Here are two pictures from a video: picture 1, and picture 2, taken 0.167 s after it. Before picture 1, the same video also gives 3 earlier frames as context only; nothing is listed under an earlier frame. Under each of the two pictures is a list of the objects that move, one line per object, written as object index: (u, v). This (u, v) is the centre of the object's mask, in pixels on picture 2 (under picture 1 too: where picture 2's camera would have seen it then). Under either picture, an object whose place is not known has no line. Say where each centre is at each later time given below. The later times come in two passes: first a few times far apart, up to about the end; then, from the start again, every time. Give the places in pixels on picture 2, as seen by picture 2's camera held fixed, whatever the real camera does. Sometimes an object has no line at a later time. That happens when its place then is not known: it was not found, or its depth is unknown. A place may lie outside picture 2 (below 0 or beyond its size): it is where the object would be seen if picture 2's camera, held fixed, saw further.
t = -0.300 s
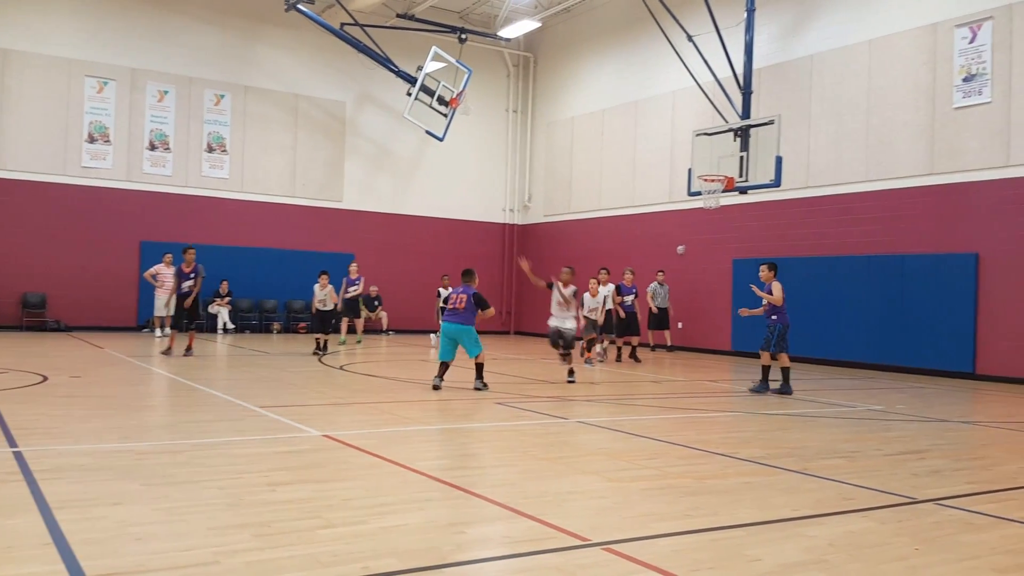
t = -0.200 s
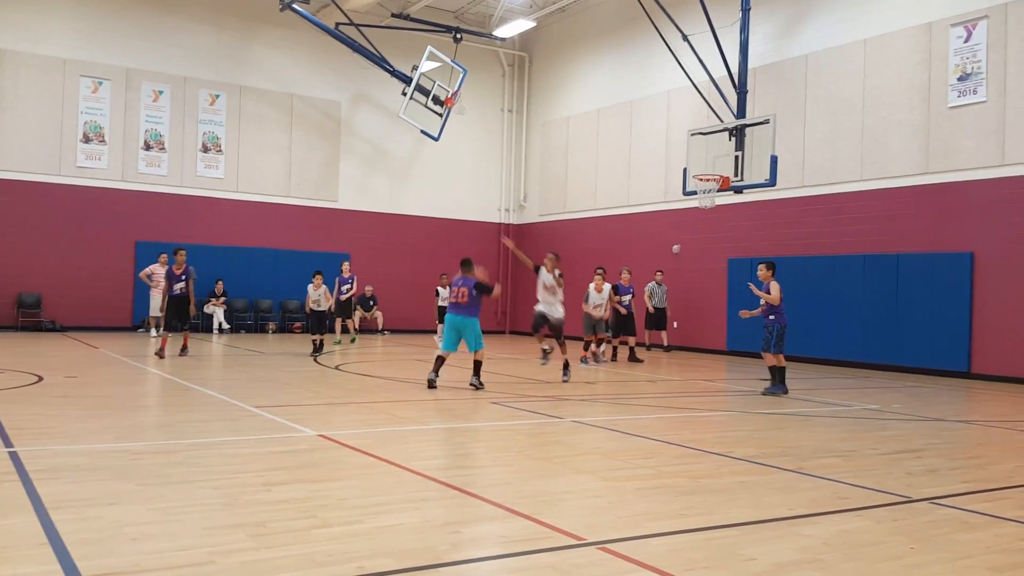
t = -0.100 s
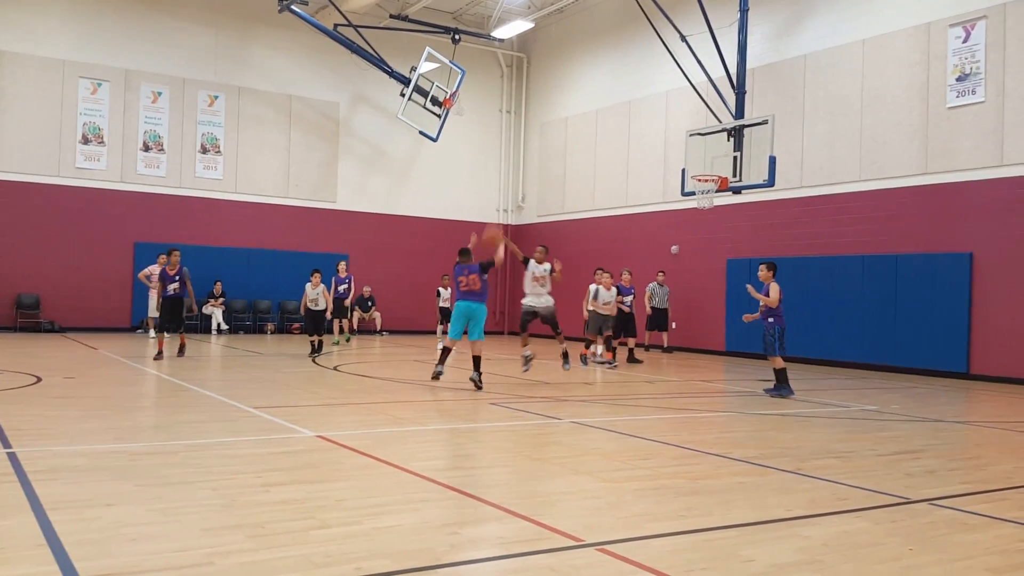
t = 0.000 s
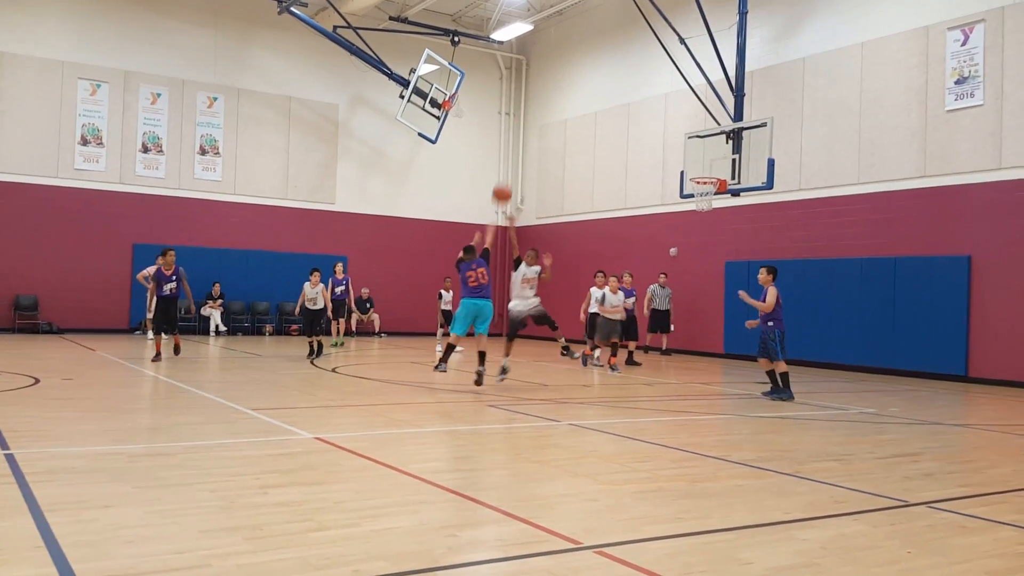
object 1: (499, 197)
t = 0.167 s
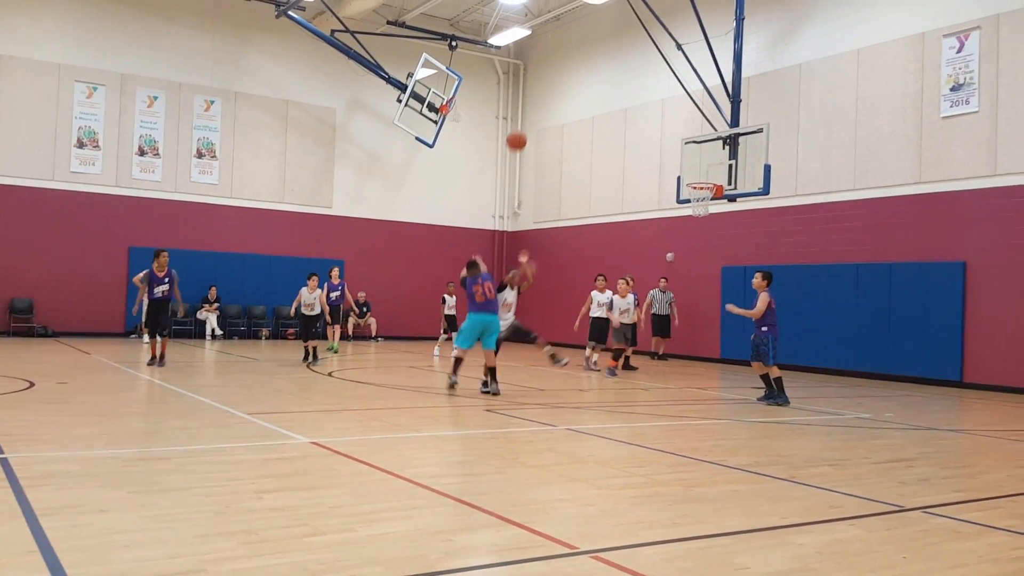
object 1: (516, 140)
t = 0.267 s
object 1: (527, 116)
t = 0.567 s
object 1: (557, 94)
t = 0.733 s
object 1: (574, 117)
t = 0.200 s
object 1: (520, 132)
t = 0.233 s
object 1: (523, 123)
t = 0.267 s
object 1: (527, 116)
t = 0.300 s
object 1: (530, 110)
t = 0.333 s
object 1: (533, 104)
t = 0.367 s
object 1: (537, 100)
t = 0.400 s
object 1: (540, 96)
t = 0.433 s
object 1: (543, 94)
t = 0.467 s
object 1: (547, 92)
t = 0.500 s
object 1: (550, 92)
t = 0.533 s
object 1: (553, 92)
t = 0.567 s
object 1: (557, 94)
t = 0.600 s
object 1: (560, 96)
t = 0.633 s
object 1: (564, 100)
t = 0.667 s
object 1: (567, 104)
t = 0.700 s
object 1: (570, 110)
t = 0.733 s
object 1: (574, 117)
